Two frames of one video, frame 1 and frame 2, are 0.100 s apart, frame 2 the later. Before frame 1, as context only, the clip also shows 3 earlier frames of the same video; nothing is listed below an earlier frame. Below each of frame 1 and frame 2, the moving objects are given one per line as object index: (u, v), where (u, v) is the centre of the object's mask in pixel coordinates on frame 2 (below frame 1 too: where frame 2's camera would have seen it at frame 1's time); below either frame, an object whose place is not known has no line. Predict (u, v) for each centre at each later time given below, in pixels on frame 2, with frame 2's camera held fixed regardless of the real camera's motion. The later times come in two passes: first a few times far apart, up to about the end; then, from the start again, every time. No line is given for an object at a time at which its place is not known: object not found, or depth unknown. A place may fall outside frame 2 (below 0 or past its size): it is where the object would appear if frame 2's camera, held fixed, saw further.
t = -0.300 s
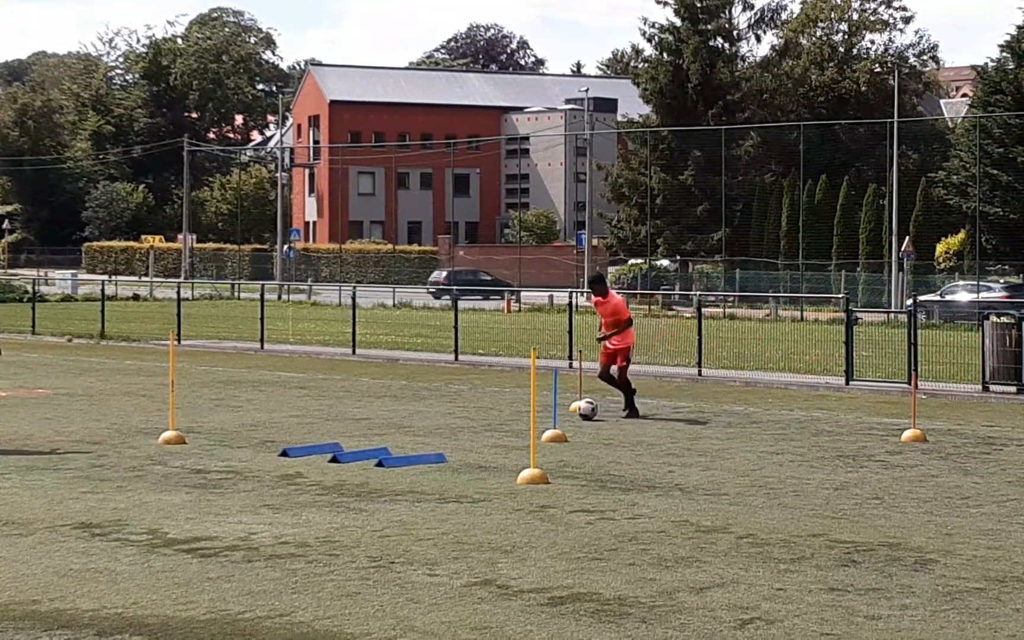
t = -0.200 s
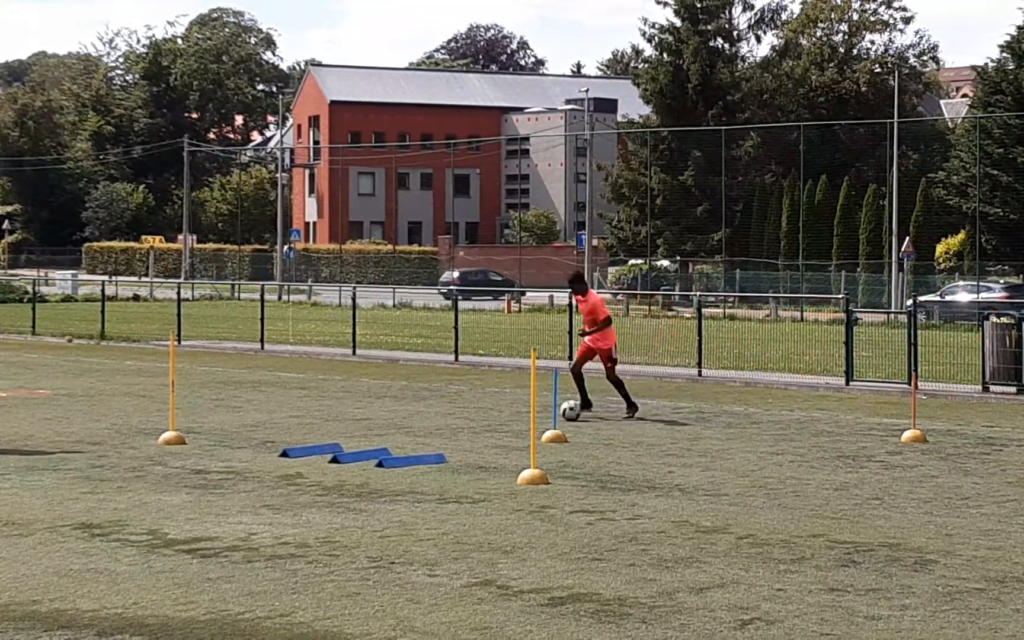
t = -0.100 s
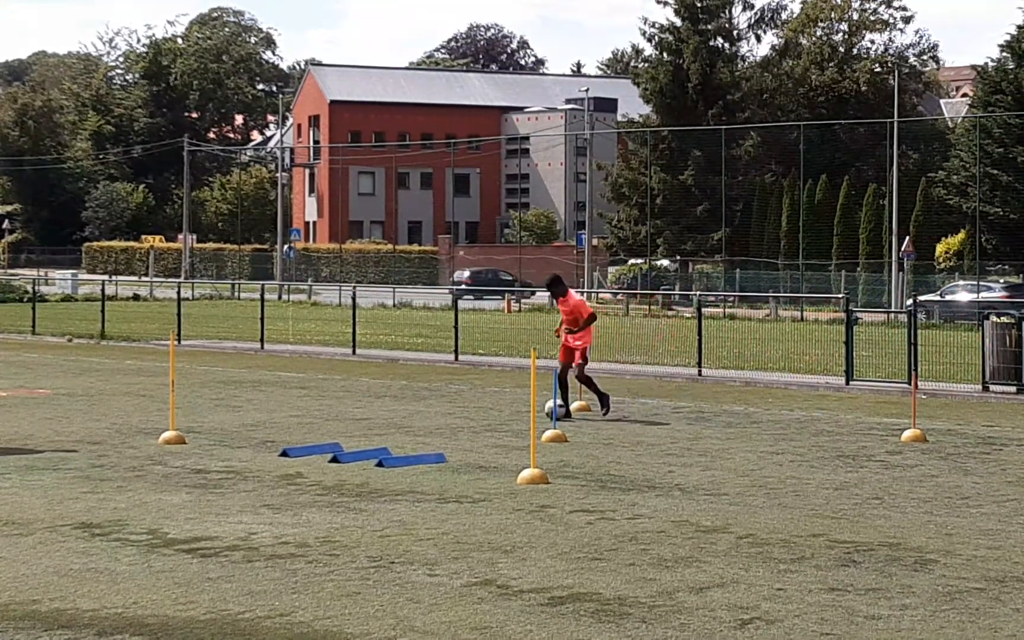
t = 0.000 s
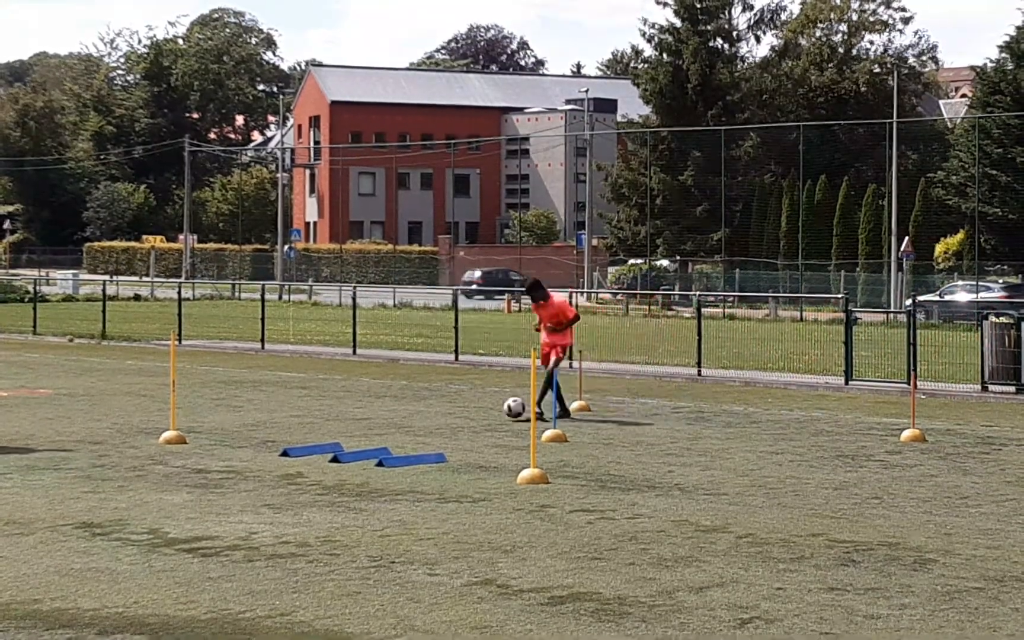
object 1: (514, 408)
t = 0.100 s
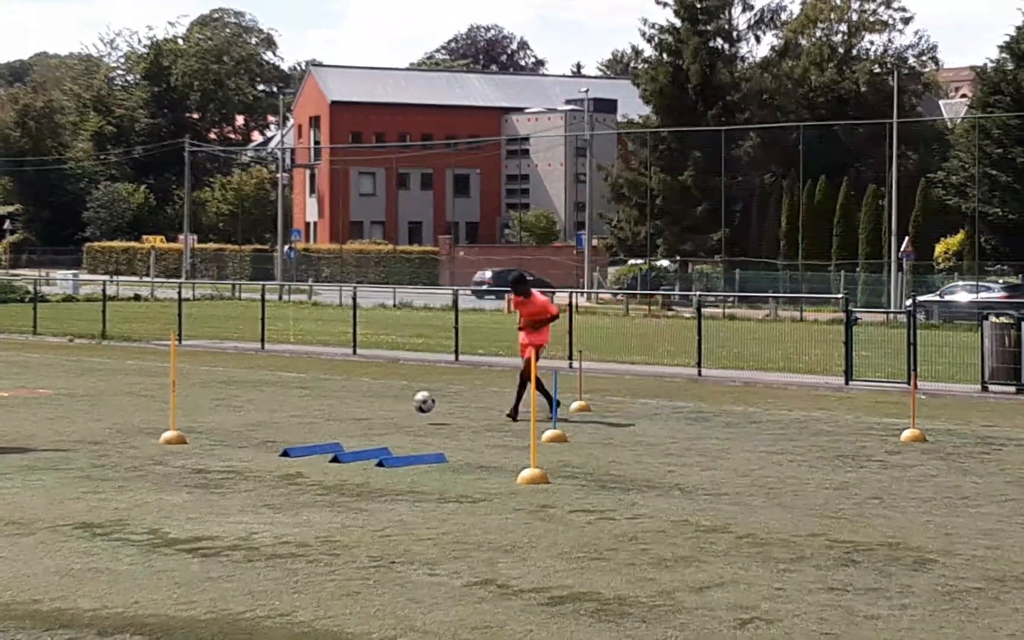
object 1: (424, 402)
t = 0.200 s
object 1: (330, 407)
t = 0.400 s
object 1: (164, 404)
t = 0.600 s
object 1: (14, 418)
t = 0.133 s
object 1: (393, 402)
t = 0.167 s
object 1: (362, 404)
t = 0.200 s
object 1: (330, 407)
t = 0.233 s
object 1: (299, 412)
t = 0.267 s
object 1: (267, 417)
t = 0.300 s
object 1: (241, 414)
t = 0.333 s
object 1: (216, 410)
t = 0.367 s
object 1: (192, 407)
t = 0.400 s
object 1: (164, 404)
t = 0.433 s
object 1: (142, 404)
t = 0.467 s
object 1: (116, 404)
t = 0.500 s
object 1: (91, 405)
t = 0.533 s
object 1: (66, 409)
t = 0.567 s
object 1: (40, 413)
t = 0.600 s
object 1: (14, 418)
